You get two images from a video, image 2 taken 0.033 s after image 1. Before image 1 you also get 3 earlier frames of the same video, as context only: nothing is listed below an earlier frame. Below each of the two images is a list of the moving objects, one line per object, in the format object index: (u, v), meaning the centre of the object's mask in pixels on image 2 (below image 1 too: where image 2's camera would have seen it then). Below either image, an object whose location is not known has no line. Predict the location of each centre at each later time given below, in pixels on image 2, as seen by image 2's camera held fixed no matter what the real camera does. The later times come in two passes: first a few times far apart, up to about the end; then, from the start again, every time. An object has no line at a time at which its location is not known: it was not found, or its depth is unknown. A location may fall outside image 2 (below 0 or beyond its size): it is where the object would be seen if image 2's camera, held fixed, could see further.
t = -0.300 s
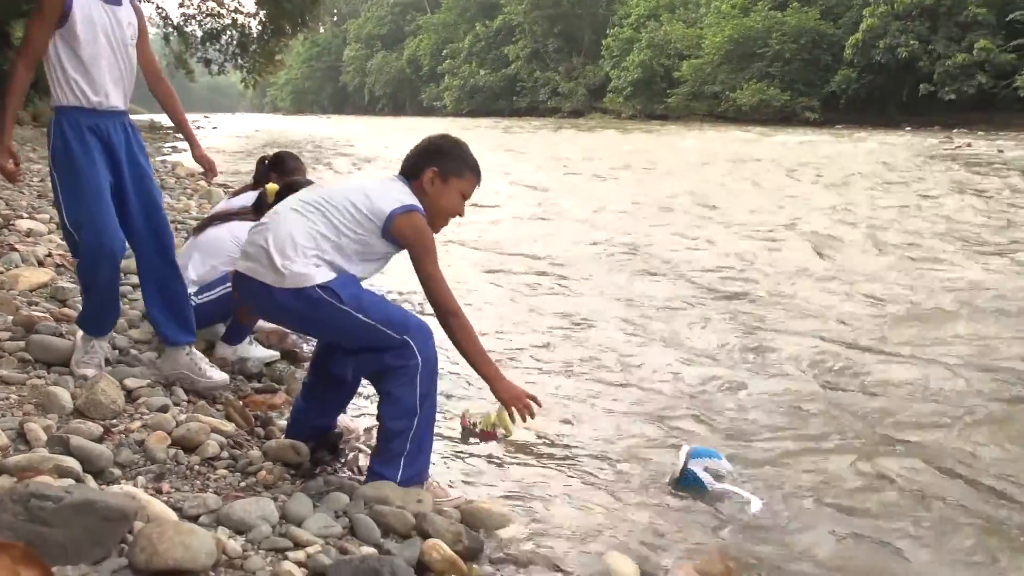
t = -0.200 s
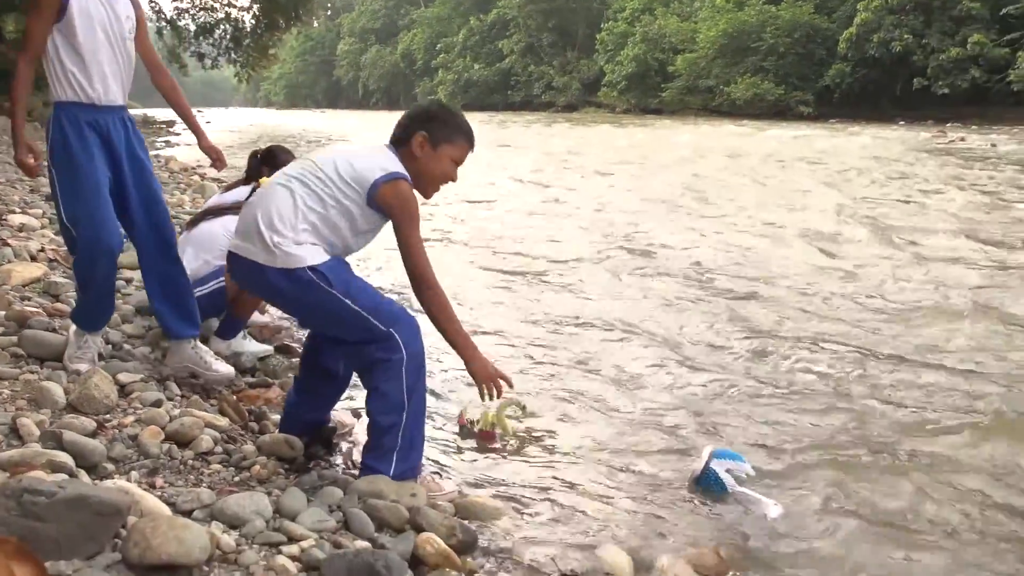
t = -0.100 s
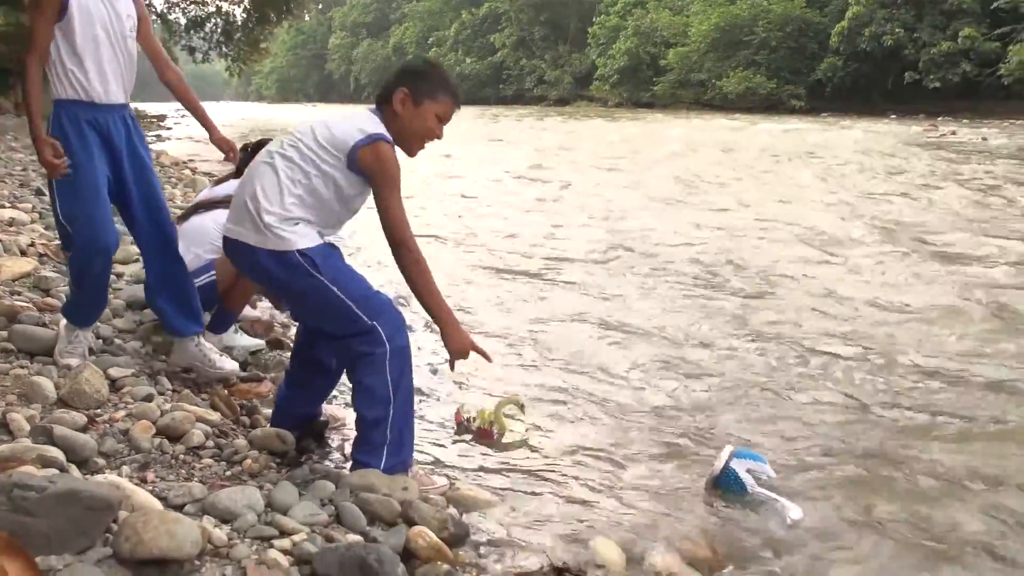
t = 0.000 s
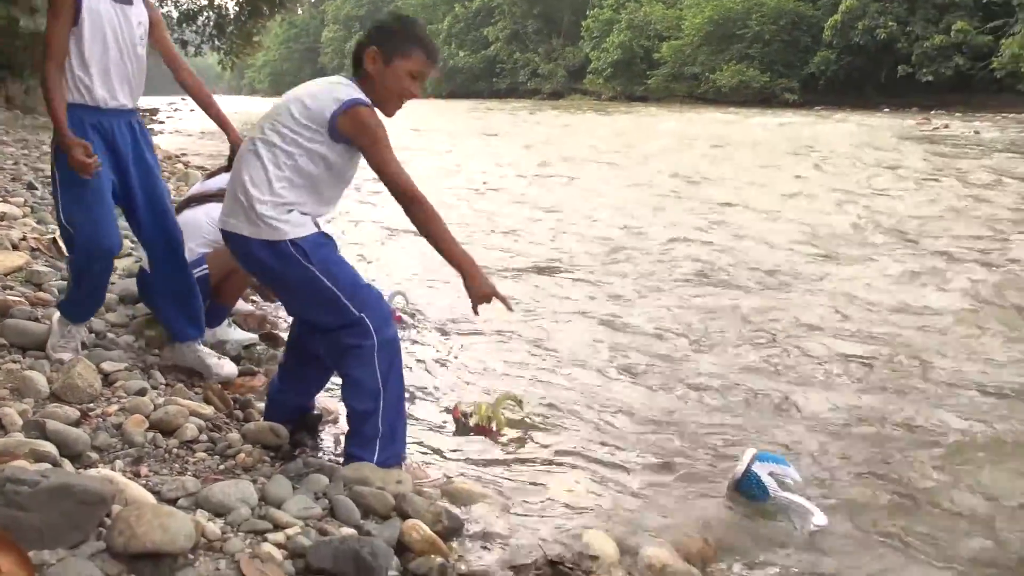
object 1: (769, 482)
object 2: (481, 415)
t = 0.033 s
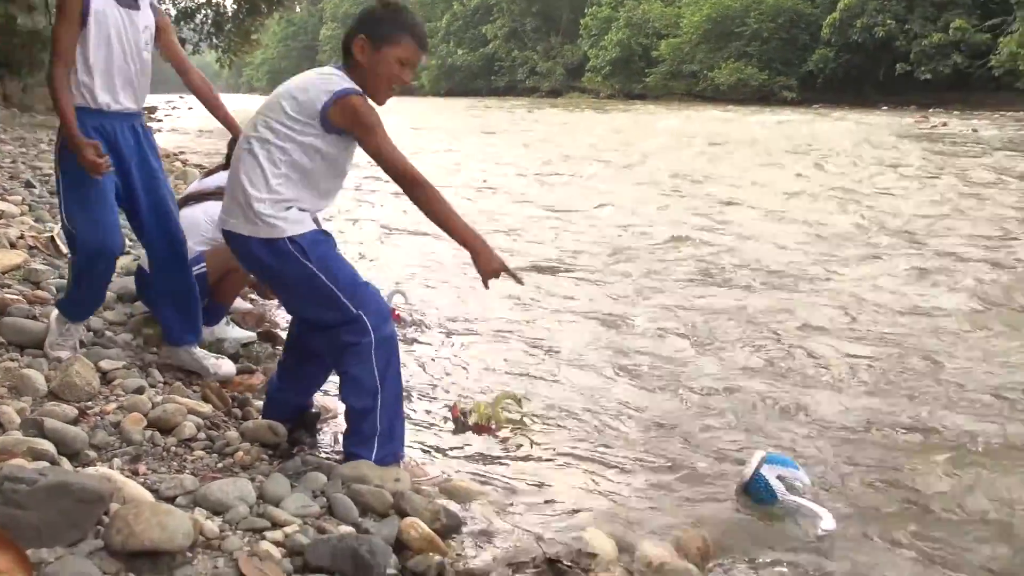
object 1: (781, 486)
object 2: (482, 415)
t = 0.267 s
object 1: (870, 545)
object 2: (485, 420)
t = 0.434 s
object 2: (487, 431)
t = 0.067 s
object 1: (792, 494)
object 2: (483, 415)
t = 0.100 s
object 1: (803, 499)
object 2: (483, 415)
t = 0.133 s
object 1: (816, 508)
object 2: (485, 416)
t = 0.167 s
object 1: (829, 516)
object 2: (485, 418)
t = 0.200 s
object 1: (843, 530)
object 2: (488, 422)
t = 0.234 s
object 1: (857, 537)
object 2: (484, 419)
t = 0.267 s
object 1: (870, 545)
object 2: (485, 420)
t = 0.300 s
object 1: (885, 553)
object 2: (486, 422)
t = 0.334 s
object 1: (902, 563)
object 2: (486, 425)
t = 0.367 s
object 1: (916, 568)
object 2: (487, 427)
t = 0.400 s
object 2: (487, 429)
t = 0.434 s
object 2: (487, 431)
